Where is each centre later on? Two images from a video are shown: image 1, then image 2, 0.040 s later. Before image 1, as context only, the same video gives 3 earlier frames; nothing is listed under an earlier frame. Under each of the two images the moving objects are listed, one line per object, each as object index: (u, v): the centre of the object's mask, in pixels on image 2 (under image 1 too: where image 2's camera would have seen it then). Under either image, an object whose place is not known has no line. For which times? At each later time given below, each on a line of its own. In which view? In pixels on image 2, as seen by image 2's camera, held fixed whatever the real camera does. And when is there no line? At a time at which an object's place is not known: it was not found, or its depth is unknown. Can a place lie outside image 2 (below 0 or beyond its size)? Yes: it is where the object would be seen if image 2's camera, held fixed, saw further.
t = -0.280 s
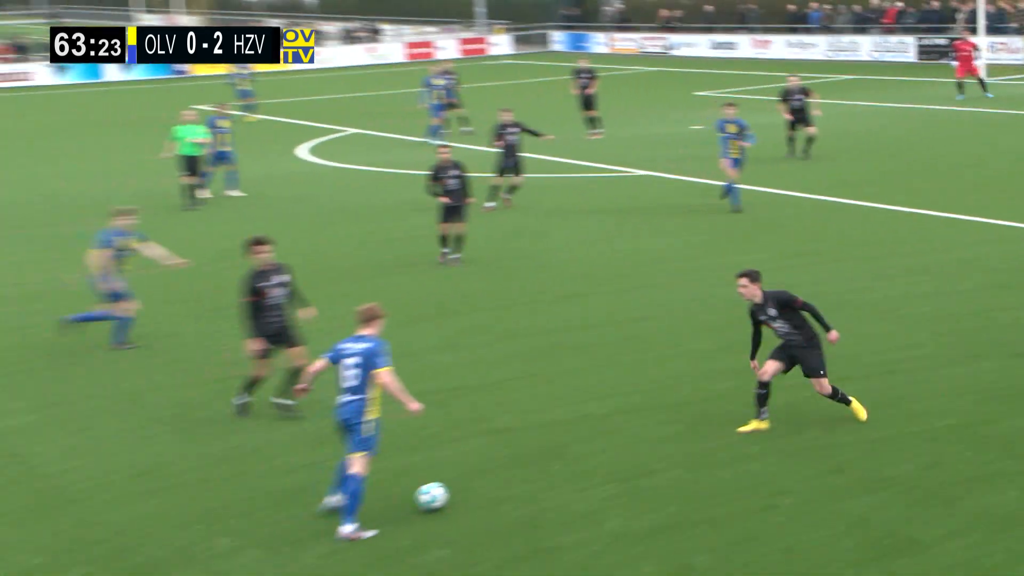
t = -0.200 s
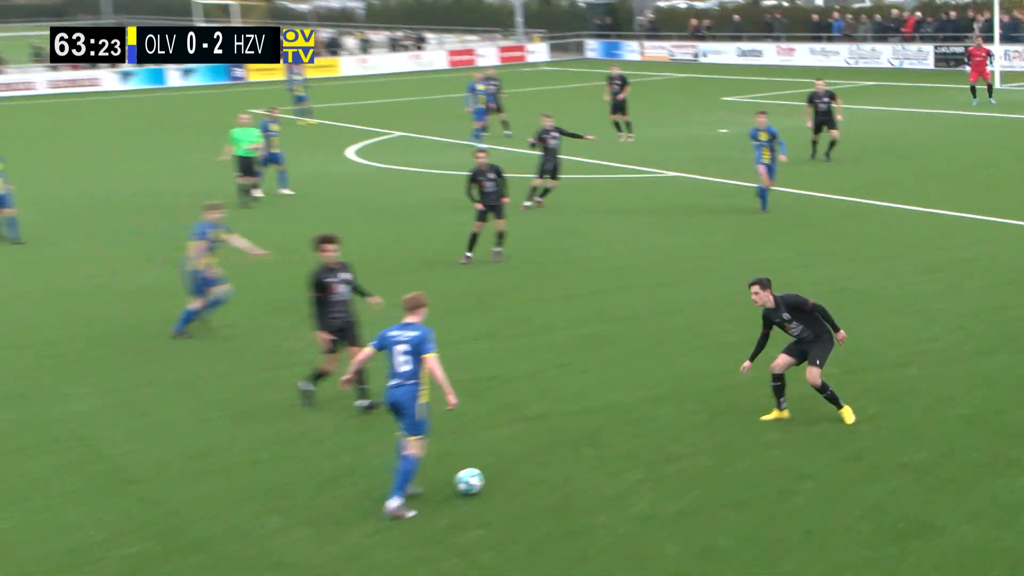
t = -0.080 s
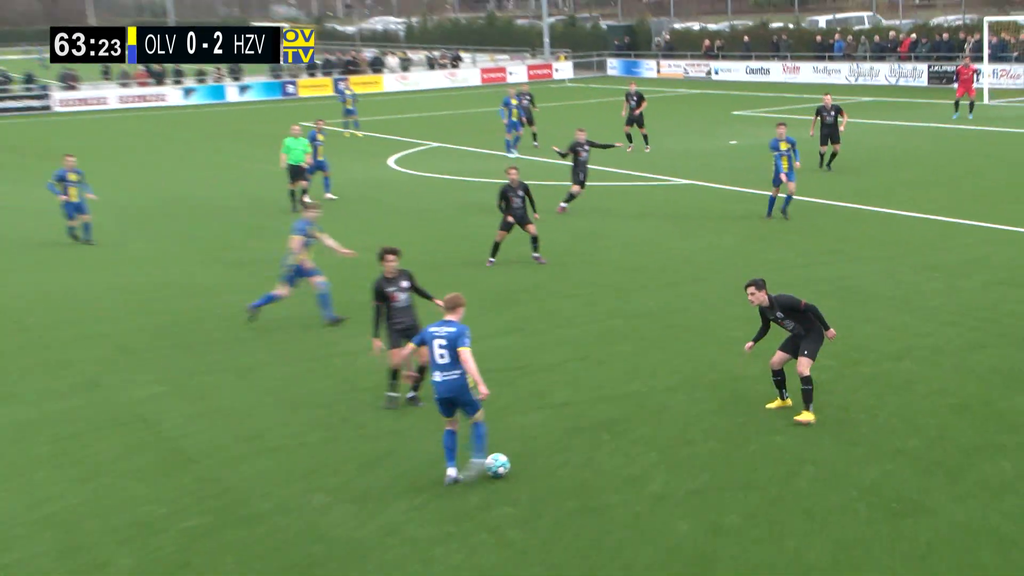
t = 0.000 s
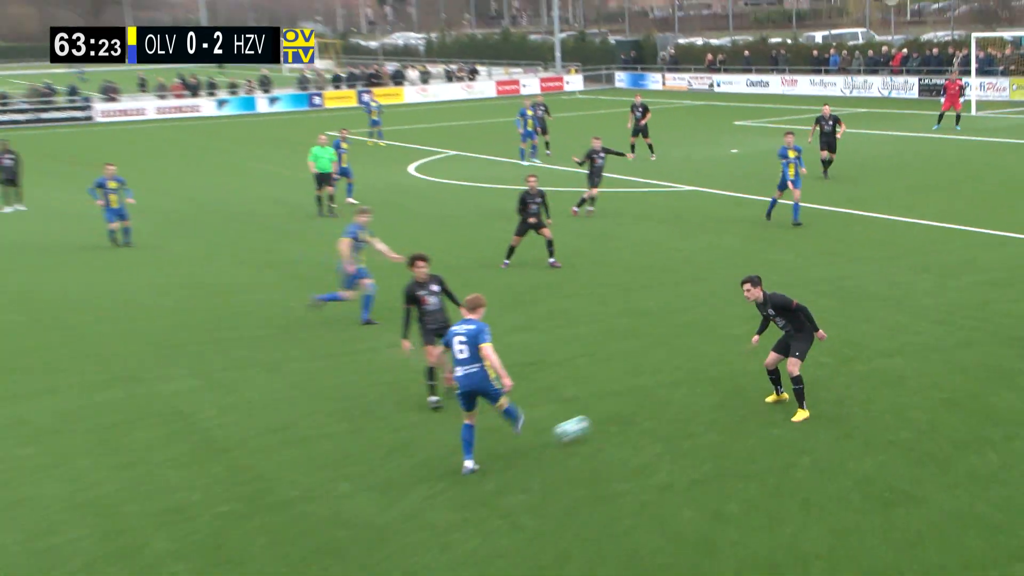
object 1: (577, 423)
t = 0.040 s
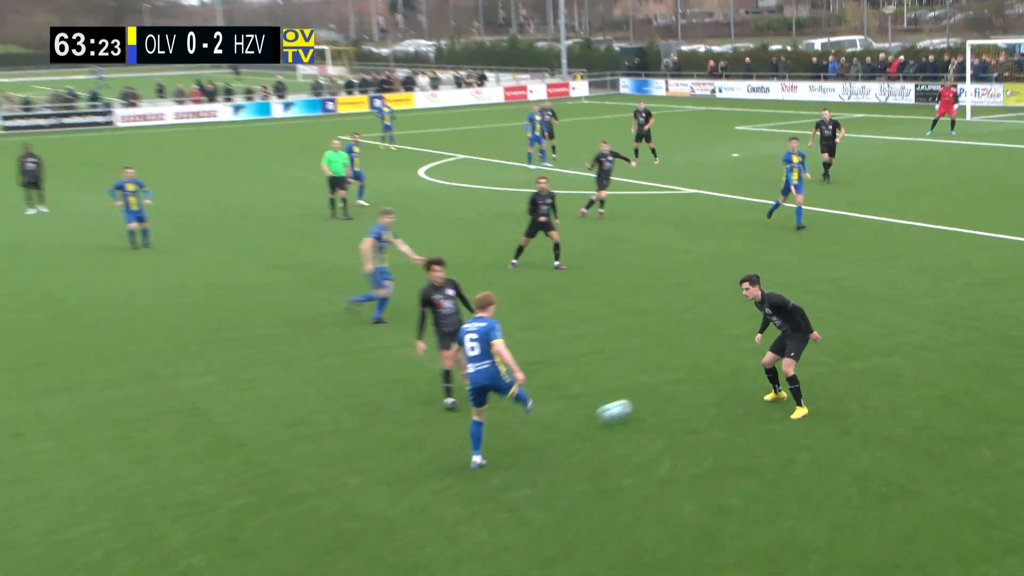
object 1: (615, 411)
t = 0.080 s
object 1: (653, 401)
